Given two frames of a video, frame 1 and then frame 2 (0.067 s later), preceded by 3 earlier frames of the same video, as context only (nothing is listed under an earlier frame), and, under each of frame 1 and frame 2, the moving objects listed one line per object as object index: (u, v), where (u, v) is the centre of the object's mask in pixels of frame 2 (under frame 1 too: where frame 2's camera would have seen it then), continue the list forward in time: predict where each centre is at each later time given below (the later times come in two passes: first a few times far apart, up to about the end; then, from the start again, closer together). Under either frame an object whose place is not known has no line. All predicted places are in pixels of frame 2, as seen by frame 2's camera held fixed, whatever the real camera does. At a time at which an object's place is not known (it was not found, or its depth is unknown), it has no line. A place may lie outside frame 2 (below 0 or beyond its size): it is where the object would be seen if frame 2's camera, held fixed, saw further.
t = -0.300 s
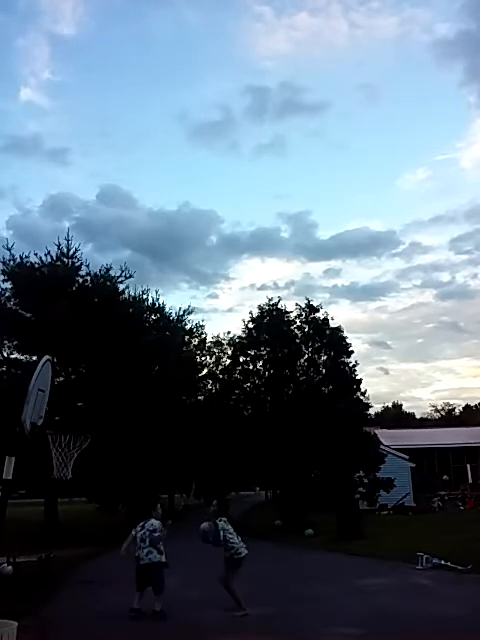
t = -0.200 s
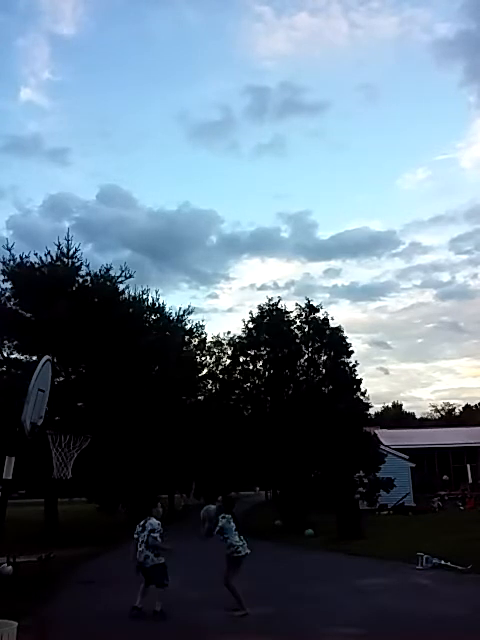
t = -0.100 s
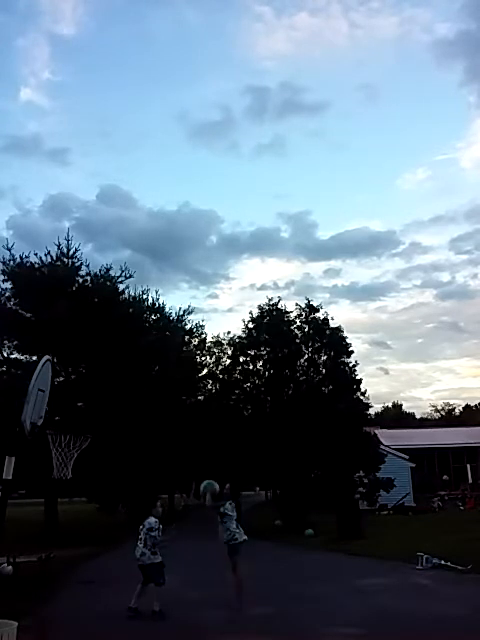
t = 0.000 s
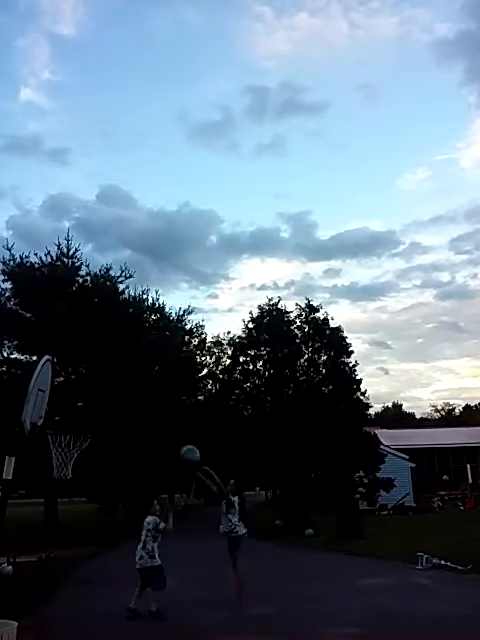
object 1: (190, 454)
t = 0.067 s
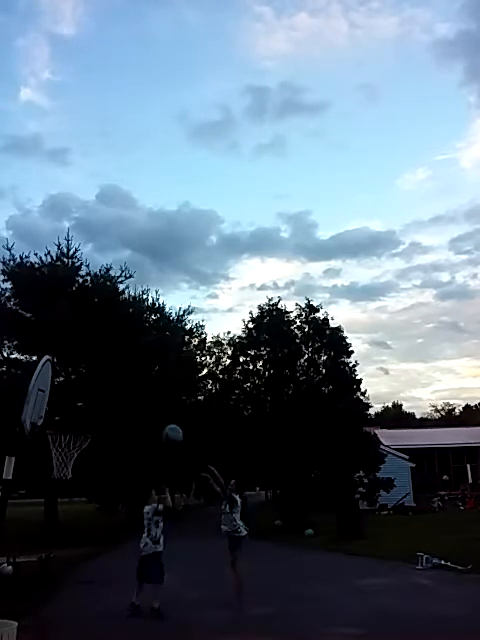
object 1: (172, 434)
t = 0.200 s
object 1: (138, 403)
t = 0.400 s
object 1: (85, 386)
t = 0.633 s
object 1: (60, 414)
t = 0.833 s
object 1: (85, 423)
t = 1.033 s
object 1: (87, 419)
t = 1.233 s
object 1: (94, 440)
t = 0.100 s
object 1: (164, 424)
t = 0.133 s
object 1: (155, 416)
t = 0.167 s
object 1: (147, 409)
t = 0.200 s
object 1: (138, 403)
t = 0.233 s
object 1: (129, 398)
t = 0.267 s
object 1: (120, 393)
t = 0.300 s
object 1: (112, 390)
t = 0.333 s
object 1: (103, 388)
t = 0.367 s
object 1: (94, 387)
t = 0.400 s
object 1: (85, 386)
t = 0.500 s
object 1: (56, 391)
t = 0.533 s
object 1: (56, 395)
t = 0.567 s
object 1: (57, 401)
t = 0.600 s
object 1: (58, 407)
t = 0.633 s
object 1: (60, 414)
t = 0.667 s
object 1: (63, 418)
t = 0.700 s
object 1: (68, 418)
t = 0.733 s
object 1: (73, 419)
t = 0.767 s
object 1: (78, 422)
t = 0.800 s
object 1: (84, 425)
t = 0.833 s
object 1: (85, 423)
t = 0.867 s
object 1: (86, 419)
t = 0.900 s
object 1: (86, 417)
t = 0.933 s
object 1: (86, 416)
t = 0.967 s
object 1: (87, 414)
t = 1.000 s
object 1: (87, 416)
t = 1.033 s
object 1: (87, 419)
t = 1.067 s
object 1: (86, 421)
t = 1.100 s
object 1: (88, 423)
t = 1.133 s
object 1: (89, 426)
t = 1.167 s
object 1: (91, 429)
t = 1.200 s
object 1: (92, 435)
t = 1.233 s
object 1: (94, 440)
